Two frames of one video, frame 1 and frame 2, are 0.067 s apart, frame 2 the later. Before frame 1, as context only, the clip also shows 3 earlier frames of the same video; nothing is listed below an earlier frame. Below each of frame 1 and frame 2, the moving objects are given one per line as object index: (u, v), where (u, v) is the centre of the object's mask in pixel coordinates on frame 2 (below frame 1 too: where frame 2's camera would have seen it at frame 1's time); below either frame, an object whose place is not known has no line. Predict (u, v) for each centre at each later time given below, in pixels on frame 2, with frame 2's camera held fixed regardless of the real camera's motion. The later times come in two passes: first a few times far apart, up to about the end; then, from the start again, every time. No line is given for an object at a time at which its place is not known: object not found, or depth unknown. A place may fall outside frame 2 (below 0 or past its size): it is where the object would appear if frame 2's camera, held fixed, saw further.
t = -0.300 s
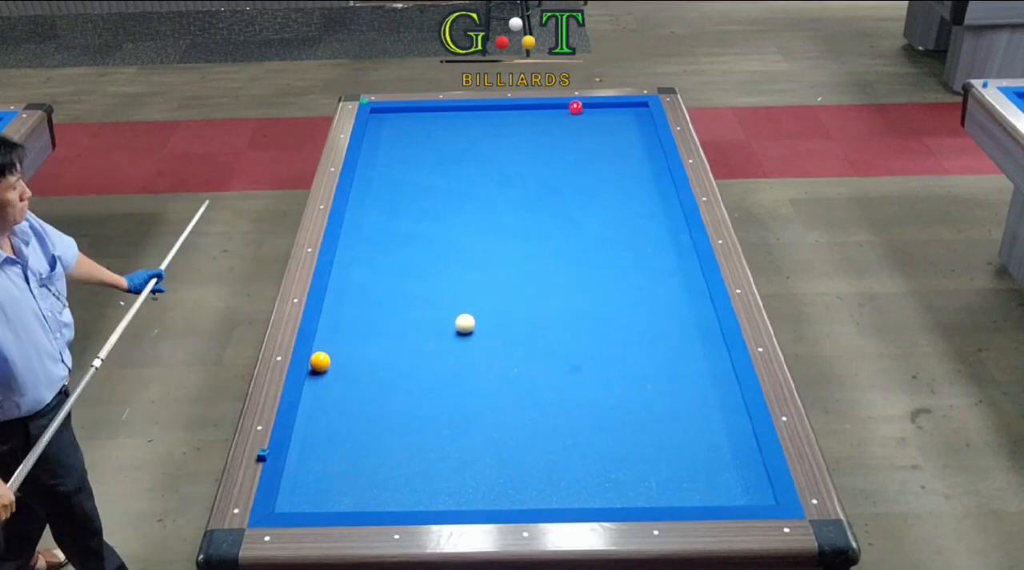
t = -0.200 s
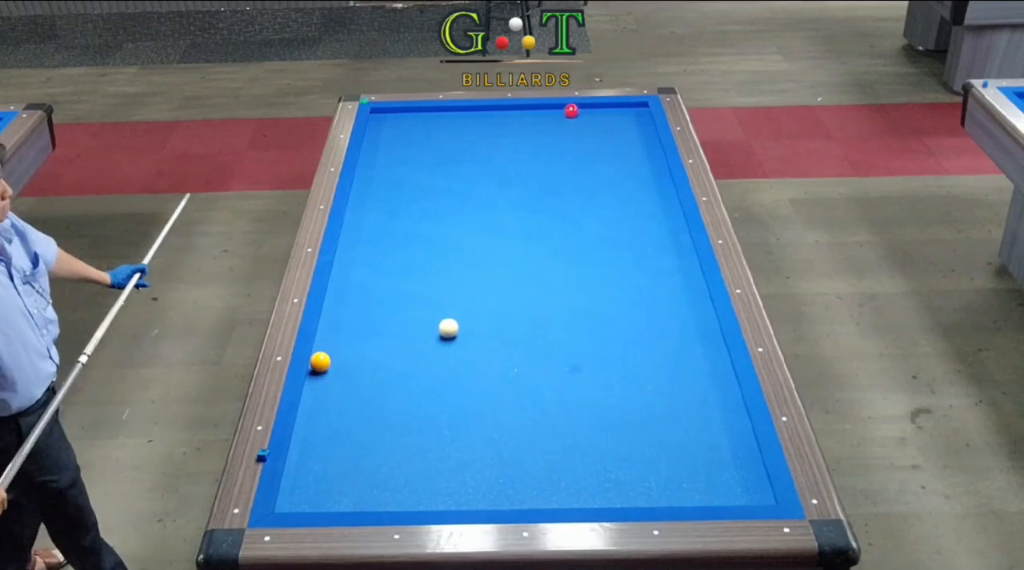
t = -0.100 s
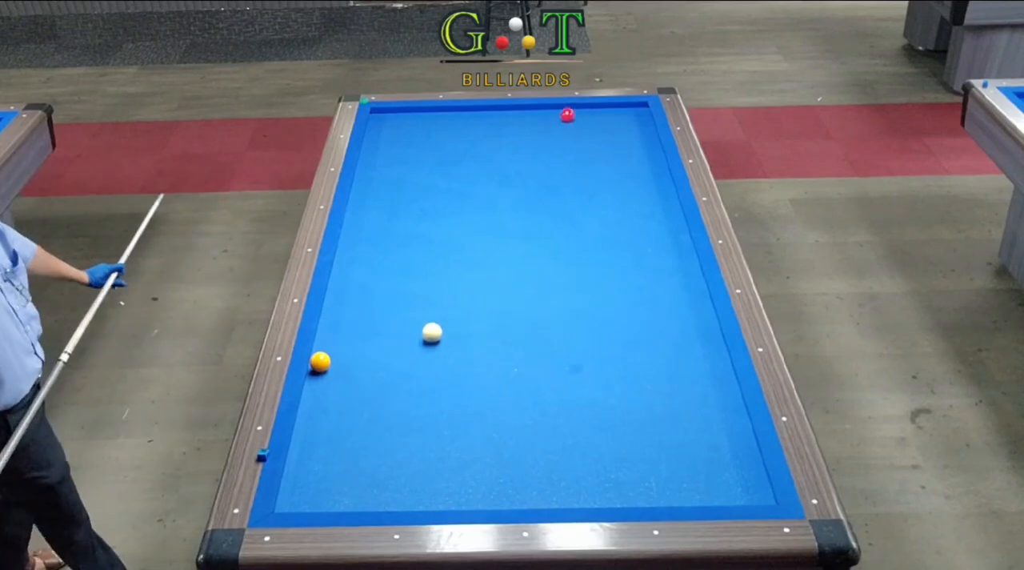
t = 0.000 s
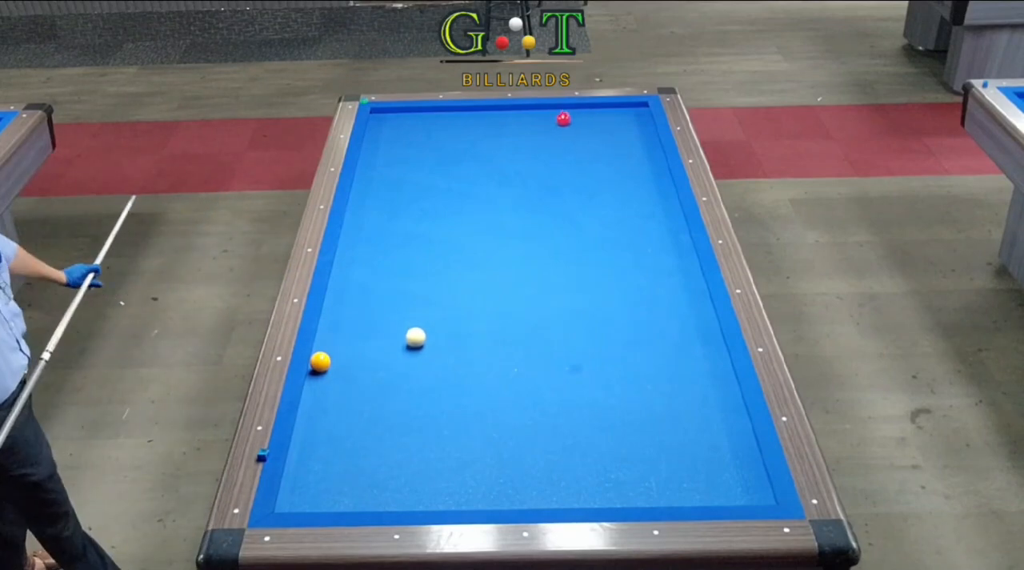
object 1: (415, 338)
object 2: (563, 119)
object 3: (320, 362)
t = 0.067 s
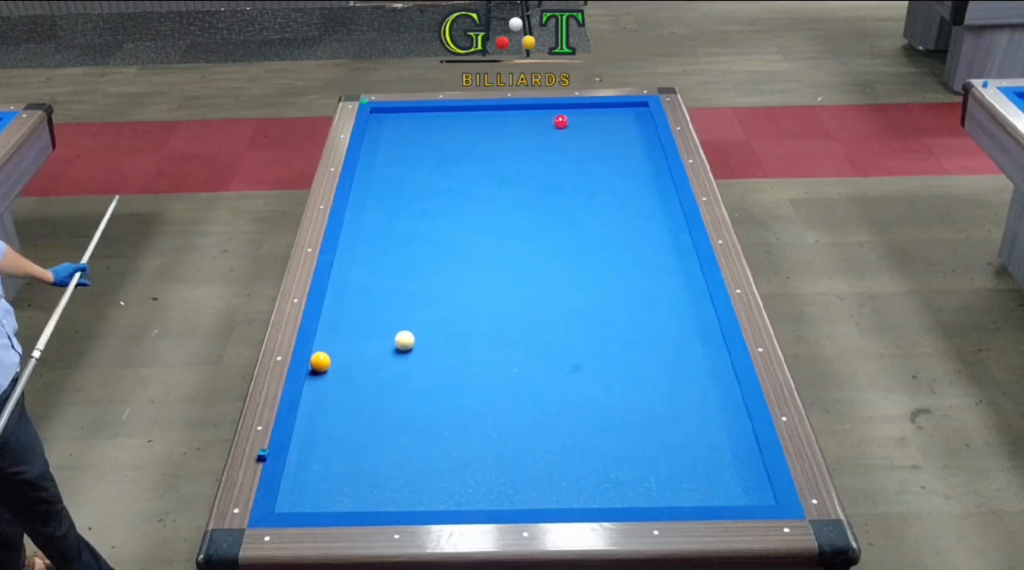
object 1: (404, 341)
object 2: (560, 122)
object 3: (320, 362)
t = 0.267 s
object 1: (371, 350)
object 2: (552, 129)
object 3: (320, 362)
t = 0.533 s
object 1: (345, 359)
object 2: (541, 139)
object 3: (320, 364)
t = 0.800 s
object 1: (359, 360)
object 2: (530, 150)
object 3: (324, 372)
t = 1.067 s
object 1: (370, 361)
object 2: (519, 160)
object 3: (327, 379)
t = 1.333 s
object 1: (380, 362)
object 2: (508, 171)
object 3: (329, 385)
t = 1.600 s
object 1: (390, 363)
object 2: (496, 181)
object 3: (331, 391)
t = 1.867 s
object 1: (398, 363)
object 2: (485, 192)
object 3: (333, 397)
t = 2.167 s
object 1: (406, 365)
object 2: (473, 204)
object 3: (335, 402)
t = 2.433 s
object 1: (413, 365)
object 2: (463, 214)
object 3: (337, 407)
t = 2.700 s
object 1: (418, 366)
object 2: (452, 225)
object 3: (338, 411)
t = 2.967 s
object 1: (423, 366)
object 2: (442, 235)
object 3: (339, 414)
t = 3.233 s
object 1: (427, 366)
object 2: (432, 245)
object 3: (340, 417)
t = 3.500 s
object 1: (429, 367)
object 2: (422, 256)
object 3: (341, 419)
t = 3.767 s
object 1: (431, 367)
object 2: (412, 266)
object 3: (342, 420)
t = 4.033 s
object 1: (431, 368)
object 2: (403, 276)
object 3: (342, 420)
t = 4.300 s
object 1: (431, 369)
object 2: (394, 286)
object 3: (342, 420)
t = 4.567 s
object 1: (430, 369)
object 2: (385, 296)
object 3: (342, 420)
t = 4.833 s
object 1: (430, 369)
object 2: (376, 305)
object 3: (342, 419)
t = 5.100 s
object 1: (430, 369)
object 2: (369, 315)
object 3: (342, 420)
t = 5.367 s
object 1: (430, 369)
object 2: (361, 324)
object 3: (342, 420)
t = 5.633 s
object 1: (430, 368)
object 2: (354, 332)
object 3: (342, 420)
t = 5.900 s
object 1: (430, 368)
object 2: (347, 340)
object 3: (342, 420)
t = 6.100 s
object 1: (430, 369)
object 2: (342, 347)
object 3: (342, 420)
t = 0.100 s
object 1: (399, 343)
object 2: (559, 123)
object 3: (320, 362)
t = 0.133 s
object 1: (393, 344)
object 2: (558, 124)
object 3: (320, 362)
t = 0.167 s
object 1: (387, 346)
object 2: (556, 125)
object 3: (320, 362)
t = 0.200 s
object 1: (382, 347)
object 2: (555, 127)
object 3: (320, 362)
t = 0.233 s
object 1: (376, 349)
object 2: (554, 128)
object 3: (320, 361)
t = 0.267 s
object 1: (371, 350)
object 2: (552, 129)
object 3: (320, 362)
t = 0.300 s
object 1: (365, 352)
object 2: (551, 131)
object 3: (320, 362)
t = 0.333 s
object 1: (360, 353)
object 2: (549, 132)
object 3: (320, 362)
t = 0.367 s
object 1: (354, 355)
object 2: (548, 133)
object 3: (320, 362)
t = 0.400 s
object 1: (349, 356)
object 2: (547, 134)
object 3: (320, 362)
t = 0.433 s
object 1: (343, 358)
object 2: (545, 136)
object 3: (320, 362)
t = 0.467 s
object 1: (340, 359)
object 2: (544, 137)
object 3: (319, 362)
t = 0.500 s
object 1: (342, 359)
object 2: (542, 138)
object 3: (320, 363)
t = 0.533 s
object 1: (345, 359)
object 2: (541, 139)
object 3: (320, 364)
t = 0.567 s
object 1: (348, 359)
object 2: (539, 141)
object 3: (321, 365)
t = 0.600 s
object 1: (350, 359)
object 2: (538, 142)
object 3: (321, 366)
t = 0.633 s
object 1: (351, 359)
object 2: (537, 143)
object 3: (322, 367)
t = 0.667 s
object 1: (353, 359)
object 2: (535, 145)
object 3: (322, 368)
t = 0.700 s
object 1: (355, 359)
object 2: (534, 146)
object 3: (322, 369)
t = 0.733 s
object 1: (356, 359)
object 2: (533, 147)
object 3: (323, 370)
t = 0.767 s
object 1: (357, 360)
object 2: (531, 149)
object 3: (323, 371)
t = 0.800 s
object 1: (359, 360)
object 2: (530, 150)
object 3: (324, 372)
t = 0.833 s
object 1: (360, 360)
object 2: (528, 151)
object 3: (324, 372)
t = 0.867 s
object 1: (362, 360)
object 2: (527, 153)
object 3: (324, 373)
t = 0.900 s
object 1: (363, 360)
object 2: (526, 154)
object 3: (325, 374)
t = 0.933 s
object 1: (365, 360)
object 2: (524, 155)
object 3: (325, 375)
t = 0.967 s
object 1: (366, 360)
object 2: (523, 156)
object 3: (326, 376)
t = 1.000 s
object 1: (367, 360)
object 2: (522, 158)
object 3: (326, 377)
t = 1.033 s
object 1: (369, 360)
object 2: (520, 159)
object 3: (326, 378)
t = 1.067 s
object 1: (370, 361)
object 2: (519, 160)
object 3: (327, 379)
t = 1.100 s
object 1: (371, 361)
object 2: (517, 162)
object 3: (327, 379)
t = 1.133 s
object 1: (373, 361)
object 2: (516, 163)
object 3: (327, 380)
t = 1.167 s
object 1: (374, 361)
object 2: (515, 164)
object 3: (327, 381)
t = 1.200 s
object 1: (375, 361)
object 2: (513, 165)
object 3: (328, 382)
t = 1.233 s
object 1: (376, 361)
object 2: (512, 167)
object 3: (328, 383)
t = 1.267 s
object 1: (378, 361)
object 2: (510, 168)
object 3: (329, 384)
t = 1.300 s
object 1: (379, 361)
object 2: (509, 170)
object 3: (329, 384)
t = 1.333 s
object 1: (380, 362)
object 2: (508, 171)
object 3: (329, 385)
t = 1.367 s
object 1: (381, 362)
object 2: (506, 172)
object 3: (330, 386)
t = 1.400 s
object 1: (383, 362)
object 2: (505, 174)
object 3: (330, 387)
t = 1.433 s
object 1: (384, 362)
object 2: (503, 175)
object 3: (330, 388)
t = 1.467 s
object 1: (385, 362)
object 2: (502, 176)
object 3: (330, 388)
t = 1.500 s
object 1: (386, 362)
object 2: (501, 177)
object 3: (331, 389)
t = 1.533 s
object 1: (387, 362)
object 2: (499, 179)
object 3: (331, 390)
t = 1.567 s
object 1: (388, 363)
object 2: (498, 180)
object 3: (331, 390)
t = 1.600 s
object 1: (390, 363)
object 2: (496, 181)
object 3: (331, 391)
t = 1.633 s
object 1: (391, 363)
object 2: (495, 183)
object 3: (332, 392)
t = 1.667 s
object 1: (392, 363)
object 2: (494, 184)
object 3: (332, 393)
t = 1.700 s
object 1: (393, 363)
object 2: (492, 185)
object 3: (332, 393)
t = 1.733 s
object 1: (394, 363)
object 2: (491, 187)
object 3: (332, 394)
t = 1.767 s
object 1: (395, 363)
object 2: (490, 188)
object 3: (333, 395)
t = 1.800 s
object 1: (396, 363)
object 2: (488, 189)
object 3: (333, 395)
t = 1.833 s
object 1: (397, 363)
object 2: (487, 190)
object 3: (333, 396)
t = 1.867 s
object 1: (398, 363)
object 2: (485, 192)
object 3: (333, 397)
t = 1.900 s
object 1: (399, 363)
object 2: (484, 193)
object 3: (334, 398)
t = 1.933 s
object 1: (400, 364)
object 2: (483, 194)
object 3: (334, 398)
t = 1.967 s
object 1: (401, 364)
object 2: (482, 196)
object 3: (334, 399)
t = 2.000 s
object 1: (402, 364)
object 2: (480, 197)
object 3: (334, 399)
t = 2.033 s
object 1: (402, 364)
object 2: (479, 198)
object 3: (335, 400)
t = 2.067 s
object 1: (404, 364)
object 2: (477, 200)
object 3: (335, 401)
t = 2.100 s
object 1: (405, 364)
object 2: (476, 201)
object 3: (335, 401)
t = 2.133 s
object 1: (406, 364)
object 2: (475, 202)
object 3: (335, 402)
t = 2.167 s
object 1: (406, 365)
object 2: (473, 204)
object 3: (335, 402)
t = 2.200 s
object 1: (407, 365)
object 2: (472, 205)
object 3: (336, 403)
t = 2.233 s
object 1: (408, 365)
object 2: (471, 206)
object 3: (336, 404)
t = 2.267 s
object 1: (409, 365)
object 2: (469, 208)
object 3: (336, 404)
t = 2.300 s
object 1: (410, 365)
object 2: (468, 209)
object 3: (336, 405)
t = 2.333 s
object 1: (411, 365)
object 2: (467, 210)
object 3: (336, 405)
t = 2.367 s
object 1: (411, 365)
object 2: (466, 211)
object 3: (336, 406)
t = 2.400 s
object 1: (412, 365)
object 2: (464, 213)
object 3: (336, 407)
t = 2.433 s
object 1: (413, 365)
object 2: (463, 214)
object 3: (337, 407)
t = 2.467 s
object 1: (413, 365)
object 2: (461, 215)
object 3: (337, 407)
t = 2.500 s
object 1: (414, 365)
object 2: (460, 217)
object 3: (337, 408)
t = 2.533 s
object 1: (415, 365)
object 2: (459, 218)
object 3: (337, 408)
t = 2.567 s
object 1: (416, 365)
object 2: (457, 219)
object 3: (338, 409)
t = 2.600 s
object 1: (417, 365)
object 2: (456, 220)
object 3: (338, 409)
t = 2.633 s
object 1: (417, 365)
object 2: (455, 222)
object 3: (338, 410)
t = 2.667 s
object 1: (418, 366)
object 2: (454, 223)
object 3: (338, 410)
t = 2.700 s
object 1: (418, 366)
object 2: (452, 225)
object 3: (338, 411)
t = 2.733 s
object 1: (419, 366)
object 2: (451, 226)
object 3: (338, 411)
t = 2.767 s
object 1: (420, 366)
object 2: (450, 227)
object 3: (338, 412)
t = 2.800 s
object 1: (420, 366)
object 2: (449, 228)
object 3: (339, 412)
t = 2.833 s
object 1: (421, 366)
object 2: (447, 230)
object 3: (339, 413)
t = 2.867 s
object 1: (422, 366)
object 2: (446, 231)
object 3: (339, 413)
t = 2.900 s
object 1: (422, 366)
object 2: (445, 232)
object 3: (339, 413)
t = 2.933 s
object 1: (423, 366)
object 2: (443, 234)
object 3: (339, 414)
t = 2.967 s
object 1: (423, 366)
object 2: (442, 235)
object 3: (339, 414)
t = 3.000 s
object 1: (423, 366)
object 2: (441, 236)
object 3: (340, 414)
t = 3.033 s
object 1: (424, 366)
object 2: (440, 238)
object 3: (340, 415)
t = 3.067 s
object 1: (424, 366)
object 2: (438, 239)
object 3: (340, 415)
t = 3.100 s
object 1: (425, 366)
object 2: (437, 240)
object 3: (340, 415)
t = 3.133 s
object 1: (425, 366)
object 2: (436, 241)
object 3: (340, 416)
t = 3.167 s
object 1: (426, 366)
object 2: (435, 243)
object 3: (340, 416)
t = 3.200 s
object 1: (426, 366)
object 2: (433, 244)
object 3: (340, 416)
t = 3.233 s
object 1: (427, 366)
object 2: (432, 245)
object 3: (340, 417)
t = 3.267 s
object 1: (427, 366)
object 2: (431, 247)
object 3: (340, 417)
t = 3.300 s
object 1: (427, 366)
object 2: (430, 248)
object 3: (340, 417)
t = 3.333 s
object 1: (428, 366)
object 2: (428, 249)
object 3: (341, 418)
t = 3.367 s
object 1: (428, 366)
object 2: (427, 251)
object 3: (341, 418)
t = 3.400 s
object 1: (428, 366)
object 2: (426, 252)
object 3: (341, 418)
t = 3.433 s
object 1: (429, 366)
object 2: (424, 253)
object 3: (341, 418)
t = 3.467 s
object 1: (429, 366)
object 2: (423, 255)
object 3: (341, 419)
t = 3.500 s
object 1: (429, 367)
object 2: (422, 256)
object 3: (341, 419)
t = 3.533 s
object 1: (430, 367)
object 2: (421, 257)
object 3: (341, 419)
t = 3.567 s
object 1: (430, 367)
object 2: (420, 258)
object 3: (341, 419)
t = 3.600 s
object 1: (430, 367)
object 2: (418, 260)
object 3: (341, 420)
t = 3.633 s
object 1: (430, 367)
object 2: (417, 261)
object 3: (341, 420)
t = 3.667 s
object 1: (430, 367)
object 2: (416, 262)
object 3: (341, 420)
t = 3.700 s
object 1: (430, 367)
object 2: (415, 264)
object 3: (341, 420)
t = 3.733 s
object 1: (431, 367)
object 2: (413, 265)
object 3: (342, 420)
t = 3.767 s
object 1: (431, 367)
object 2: (412, 266)
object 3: (342, 420)
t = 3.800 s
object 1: (431, 367)
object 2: (411, 267)
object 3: (342, 420)
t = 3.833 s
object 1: (431, 367)
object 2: (410, 269)
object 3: (342, 420)
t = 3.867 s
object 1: (431, 368)
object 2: (409, 270)
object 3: (342, 420)
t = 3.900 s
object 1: (431, 368)
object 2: (408, 271)
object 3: (342, 420)
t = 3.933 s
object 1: (431, 368)
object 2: (406, 272)
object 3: (342, 420)
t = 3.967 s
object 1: (431, 368)
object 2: (405, 274)
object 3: (342, 420)
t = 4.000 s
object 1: (431, 368)
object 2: (404, 275)
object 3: (342, 420)
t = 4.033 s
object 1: (431, 368)
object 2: (403, 276)
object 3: (342, 420)
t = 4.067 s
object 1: (431, 368)
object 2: (402, 277)
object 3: (342, 420)
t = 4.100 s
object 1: (431, 368)
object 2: (401, 279)
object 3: (342, 420)
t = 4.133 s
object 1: (431, 368)
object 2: (399, 280)
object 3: (342, 420)
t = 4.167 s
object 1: (431, 368)
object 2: (398, 281)
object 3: (342, 420)
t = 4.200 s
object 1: (431, 368)
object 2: (397, 282)
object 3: (342, 420)
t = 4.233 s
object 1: (431, 369)
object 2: (396, 284)
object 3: (342, 420)
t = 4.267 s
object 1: (431, 369)
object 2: (395, 285)
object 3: (342, 420)
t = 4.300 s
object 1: (431, 369)
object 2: (394, 286)
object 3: (342, 420)
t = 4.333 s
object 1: (431, 369)
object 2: (393, 287)
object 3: (342, 420)
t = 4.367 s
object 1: (431, 368)
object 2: (392, 288)
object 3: (342, 420)
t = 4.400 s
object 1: (431, 369)
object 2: (390, 290)
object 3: (342, 420)
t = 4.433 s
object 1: (431, 368)
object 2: (389, 291)
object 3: (342, 420)
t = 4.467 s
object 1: (431, 368)
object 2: (388, 292)
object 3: (342, 420)
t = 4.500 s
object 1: (431, 369)
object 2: (387, 293)
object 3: (342, 420)
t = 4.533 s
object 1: (431, 369)
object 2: (386, 294)
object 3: (342, 420)
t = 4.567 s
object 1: (430, 369)
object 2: (385, 296)
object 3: (342, 420)
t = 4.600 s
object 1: (430, 369)
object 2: (384, 297)
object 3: (342, 420)
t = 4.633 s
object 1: (430, 369)
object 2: (383, 298)
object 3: (342, 420)
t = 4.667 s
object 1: (430, 368)
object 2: (382, 299)
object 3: (342, 420)
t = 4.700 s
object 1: (430, 368)
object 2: (380, 300)
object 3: (342, 419)
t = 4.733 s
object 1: (430, 369)
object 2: (379, 302)
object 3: (342, 420)
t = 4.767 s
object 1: (430, 369)
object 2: (378, 303)
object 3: (342, 420)
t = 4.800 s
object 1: (430, 369)
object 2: (377, 304)
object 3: (342, 420)
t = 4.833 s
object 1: (430, 369)
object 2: (376, 305)
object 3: (342, 419)
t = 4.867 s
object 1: (430, 369)
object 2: (375, 306)
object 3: (342, 420)
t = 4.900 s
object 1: (430, 369)
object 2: (374, 308)
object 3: (342, 419)
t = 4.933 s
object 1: (430, 369)
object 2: (373, 309)
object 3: (342, 420)
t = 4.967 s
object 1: (430, 369)
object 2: (372, 310)
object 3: (342, 420)
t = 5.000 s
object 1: (430, 369)
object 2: (371, 311)
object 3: (342, 419)
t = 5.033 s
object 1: (430, 369)
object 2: (370, 312)
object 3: (342, 420)
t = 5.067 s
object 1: (430, 369)
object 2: (369, 314)
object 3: (342, 419)
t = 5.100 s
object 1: (430, 369)
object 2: (369, 315)
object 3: (342, 420)
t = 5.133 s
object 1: (430, 369)
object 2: (368, 316)
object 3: (342, 419)
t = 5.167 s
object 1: (430, 369)
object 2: (367, 317)
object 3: (342, 420)
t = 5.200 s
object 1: (430, 369)
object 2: (366, 318)
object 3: (342, 419)
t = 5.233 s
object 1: (430, 369)
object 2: (365, 319)
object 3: (342, 420)
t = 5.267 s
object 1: (430, 369)
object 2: (364, 320)
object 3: (342, 420)
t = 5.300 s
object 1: (430, 369)
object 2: (363, 321)
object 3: (342, 419)
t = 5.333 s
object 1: (430, 369)
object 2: (362, 323)
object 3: (342, 420)
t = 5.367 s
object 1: (430, 369)
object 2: (361, 324)
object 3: (342, 420)
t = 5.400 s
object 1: (430, 369)
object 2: (360, 325)
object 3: (342, 420)
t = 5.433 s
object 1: (430, 369)
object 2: (359, 326)
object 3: (342, 420)
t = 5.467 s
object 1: (430, 369)
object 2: (358, 327)
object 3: (342, 420)
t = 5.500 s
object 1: (430, 369)
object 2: (357, 328)
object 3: (342, 420)
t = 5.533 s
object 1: (430, 369)
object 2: (356, 329)
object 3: (342, 420)
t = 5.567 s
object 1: (430, 369)
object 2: (356, 330)
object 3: (342, 420)
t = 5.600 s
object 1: (430, 369)
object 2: (355, 331)
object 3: (342, 420)
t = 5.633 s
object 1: (430, 368)
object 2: (354, 332)
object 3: (342, 420)
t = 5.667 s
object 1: (430, 368)
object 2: (353, 333)
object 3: (342, 420)
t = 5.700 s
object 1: (430, 368)
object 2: (352, 334)
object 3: (342, 420)
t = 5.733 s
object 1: (430, 368)
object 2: (351, 335)
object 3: (342, 420)
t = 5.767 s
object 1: (430, 368)
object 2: (350, 336)
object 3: (341, 420)
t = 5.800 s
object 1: (430, 368)
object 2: (349, 337)
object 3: (341, 420)
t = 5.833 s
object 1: (430, 368)
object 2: (348, 338)
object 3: (341, 420)
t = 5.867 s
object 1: (430, 368)
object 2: (347, 339)
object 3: (342, 420)
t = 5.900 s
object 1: (430, 368)
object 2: (347, 340)
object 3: (342, 420)
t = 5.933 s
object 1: (430, 368)
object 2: (346, 341)
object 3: (342, 420)
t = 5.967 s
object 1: (430, 368)
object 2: (345, 342)
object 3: (342, 420)
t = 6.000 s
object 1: (430, 368)
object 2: (344, 343)
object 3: (342, 420)
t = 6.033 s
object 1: (430, 369)
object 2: (344, 344)
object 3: (342, 420)
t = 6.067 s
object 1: (430, 369)
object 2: (343, 345)
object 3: (342, 420)
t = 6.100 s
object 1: (430, 369)
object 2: (342, 347)
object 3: (342, 420)
